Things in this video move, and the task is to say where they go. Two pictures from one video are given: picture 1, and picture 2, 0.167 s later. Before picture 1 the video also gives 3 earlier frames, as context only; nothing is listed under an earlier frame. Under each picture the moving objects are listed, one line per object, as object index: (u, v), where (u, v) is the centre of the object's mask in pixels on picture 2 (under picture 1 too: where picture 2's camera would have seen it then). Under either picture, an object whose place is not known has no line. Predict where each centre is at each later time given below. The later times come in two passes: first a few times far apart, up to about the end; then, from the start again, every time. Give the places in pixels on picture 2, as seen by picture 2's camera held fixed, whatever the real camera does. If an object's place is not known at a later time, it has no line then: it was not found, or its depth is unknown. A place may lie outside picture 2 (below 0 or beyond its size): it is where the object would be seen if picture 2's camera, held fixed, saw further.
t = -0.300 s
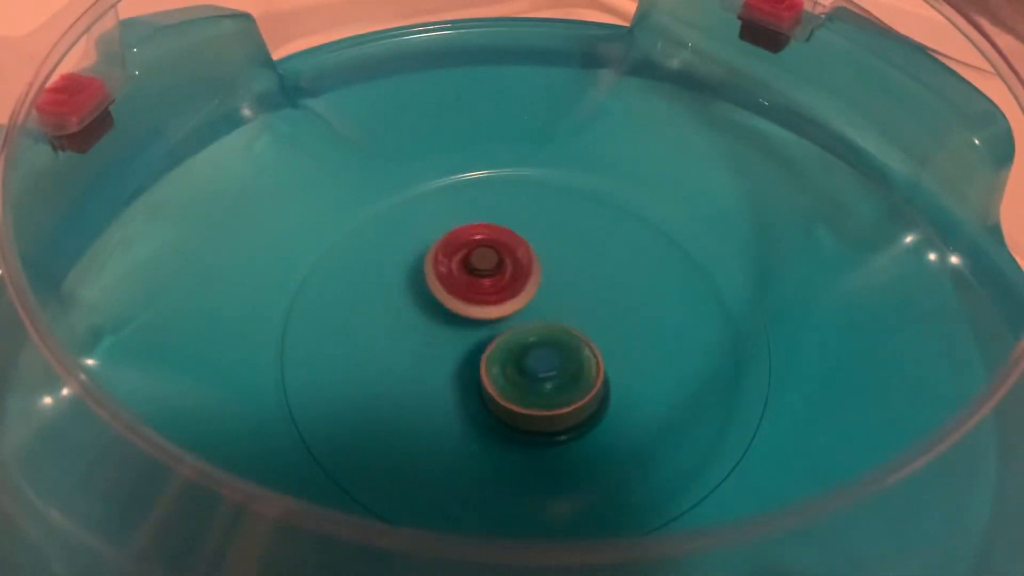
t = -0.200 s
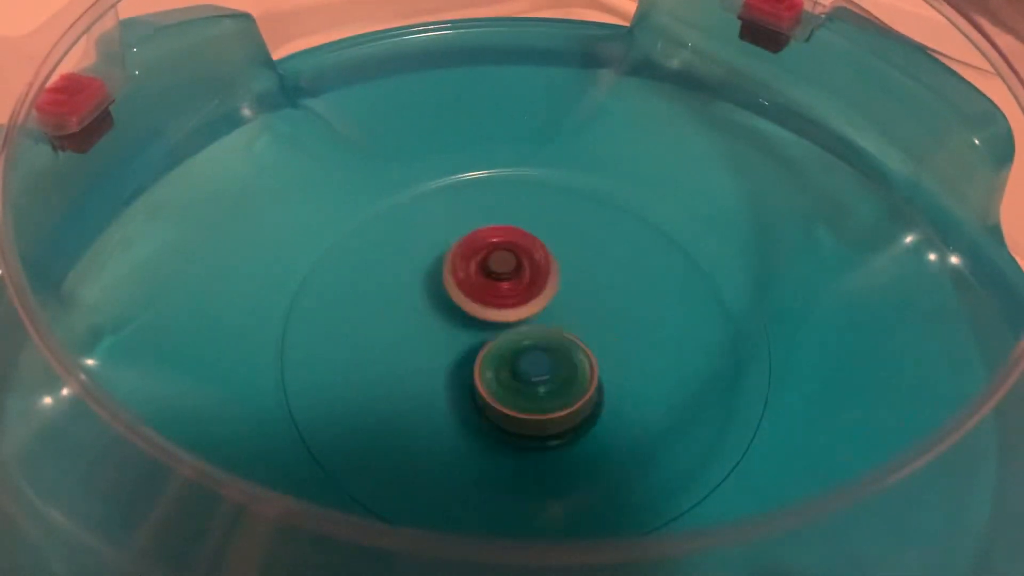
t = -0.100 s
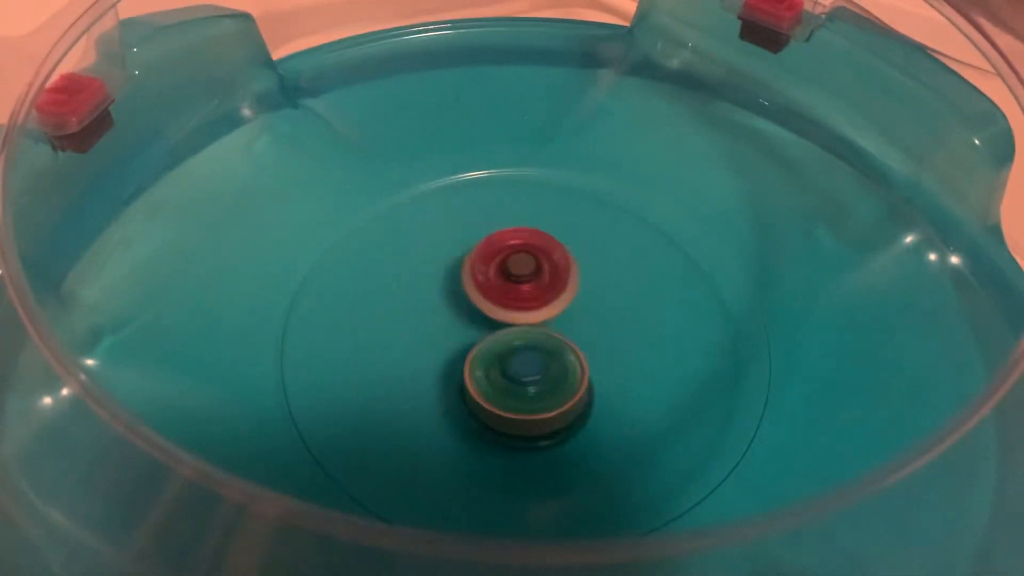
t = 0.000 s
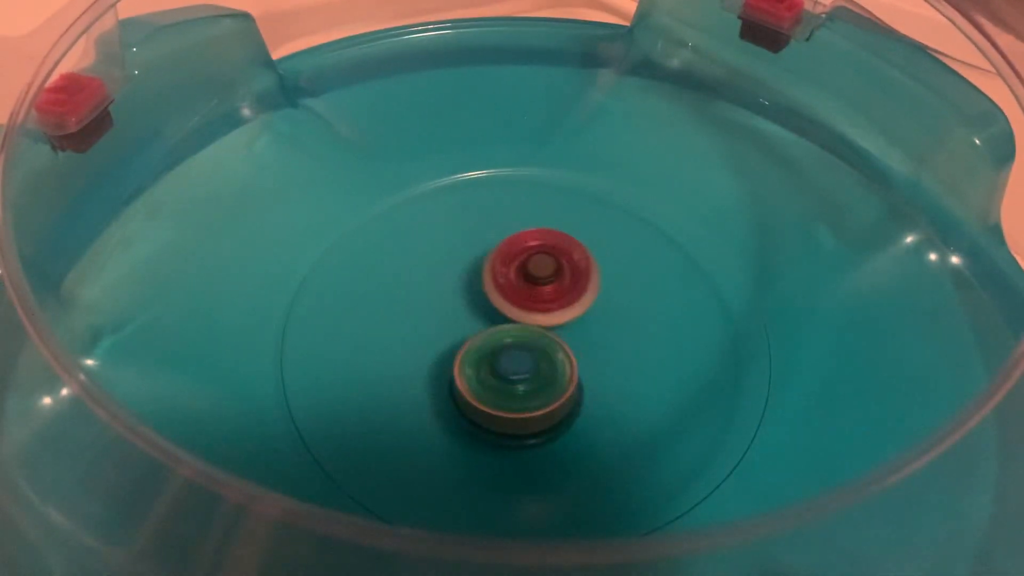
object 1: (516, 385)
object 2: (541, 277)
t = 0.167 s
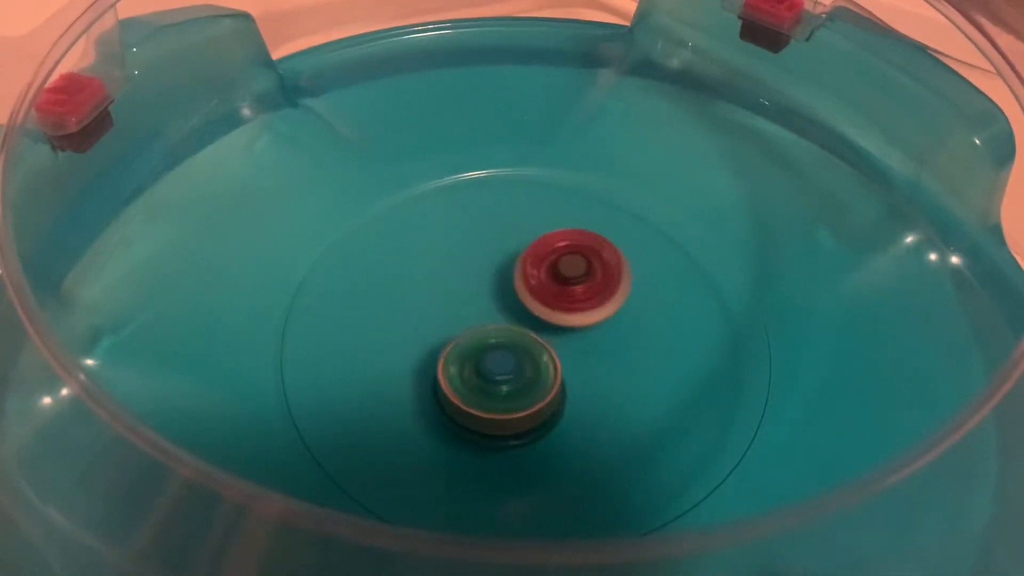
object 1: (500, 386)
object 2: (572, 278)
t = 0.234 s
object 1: (498, 383)
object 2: (582, 278)
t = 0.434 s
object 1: (494, 359)
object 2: (603, 282)
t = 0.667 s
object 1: (465, 334)
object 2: (617, 294)
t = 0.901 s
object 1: (478, 335)
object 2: (622, 316)
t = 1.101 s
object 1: (498, 304)
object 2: (619, 339)
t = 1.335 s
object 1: (489, 284)
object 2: (606, 362)
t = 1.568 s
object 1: (518, 294)
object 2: (584, 376)
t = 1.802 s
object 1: (494, 245)
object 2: (656, 470)
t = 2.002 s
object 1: (484, 263)
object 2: (656, 427)
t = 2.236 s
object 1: (529, 281)
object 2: (593, 400)
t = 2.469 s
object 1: (503, 232)
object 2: (619, 469)
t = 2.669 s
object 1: (502, 265)
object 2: (603, 416)
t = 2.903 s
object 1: (558, 281)
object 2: (564, 380)
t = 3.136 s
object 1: (570, 177)
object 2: (470, 504)
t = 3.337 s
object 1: (522, 190)
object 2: (542, 467)
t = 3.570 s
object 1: (537, 266)
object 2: (551, 381)
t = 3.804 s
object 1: (574, 255)
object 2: (554, 430)
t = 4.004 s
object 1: (594, 282)
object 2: (583, 380)
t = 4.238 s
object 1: (605, 262)
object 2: (596, 391)
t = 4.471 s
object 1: (573, 271)
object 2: (619, 375)
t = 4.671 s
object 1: (523, 269)
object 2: (664, 397)
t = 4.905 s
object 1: (481, 288)
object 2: (691, 388)
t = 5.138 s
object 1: (481, 339)
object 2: (645, 352)
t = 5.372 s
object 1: (416, 377)
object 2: (746, 309)
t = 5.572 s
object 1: (411, 404)
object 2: (789, 241)
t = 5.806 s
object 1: (444, 411)
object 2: (644, 240)
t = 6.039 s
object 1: (505, 363)
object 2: (562, 265)
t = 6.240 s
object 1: (511, 360)
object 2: (552, 224)
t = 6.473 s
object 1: (529, 360)
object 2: (513, 203)
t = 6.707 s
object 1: (561, 348)
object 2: (476, 229)
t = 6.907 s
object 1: (594, 351)
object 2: (425, 206)
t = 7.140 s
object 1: (643, 362)
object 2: (396, 220)
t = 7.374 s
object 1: (642, 338)
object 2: (431, 274)
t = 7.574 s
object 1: (589, 333)
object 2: (458, 307)
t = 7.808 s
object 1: (607, 351)
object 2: (412, 330)
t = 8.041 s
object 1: (634, 343)
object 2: (434, 367)
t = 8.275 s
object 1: (587, 330)
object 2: (477, 387)
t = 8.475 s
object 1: (559, 317)
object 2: (478, 403)
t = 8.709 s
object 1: (541, 285)
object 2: (466, 445)
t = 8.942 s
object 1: (506, 286)
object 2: (493, 434)
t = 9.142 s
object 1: (509, 304)
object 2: (514, 431)
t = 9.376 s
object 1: (524, 280)
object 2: (558, 437)
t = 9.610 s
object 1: (545, 278)
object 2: (595, 394)
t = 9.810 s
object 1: (557, 277)
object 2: (623, 365)
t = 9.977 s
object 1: (533, 255)
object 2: (672, 377)
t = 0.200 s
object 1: (498, 385)
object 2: (578, 277)
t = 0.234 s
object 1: (498, 383)
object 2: (582, 278)
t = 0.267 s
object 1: (498, 380)
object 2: (586, 278)
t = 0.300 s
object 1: (498, 377)
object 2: (590, 278)
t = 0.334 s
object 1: (499, 373)
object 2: (594, 279)
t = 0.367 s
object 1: (498, 369)
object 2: (597, 280)
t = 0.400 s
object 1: (497, 364)
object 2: (600, 281)
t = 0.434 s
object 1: (494, 359)
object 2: (603, 282)
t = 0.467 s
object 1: (490, 353)
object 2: (605, 283)
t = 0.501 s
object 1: (486, 348)
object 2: (607, 284)
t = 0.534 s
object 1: (481, 343)
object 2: (610, 286)
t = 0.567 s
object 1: (477, 339)
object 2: (612, 288)
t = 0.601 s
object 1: (473, 335)
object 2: (614, 290)
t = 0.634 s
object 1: (469, 333)
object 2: (616, 292)
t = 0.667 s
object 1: (465, 334)
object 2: (617, 294)
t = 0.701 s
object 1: (462, 334)
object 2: (618, 297)
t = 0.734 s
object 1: (460, 335)
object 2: (620, 299)
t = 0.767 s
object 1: (460, 336)
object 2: (621, 302)
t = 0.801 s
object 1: (461, 337)
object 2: (622, 305)
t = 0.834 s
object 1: (465, 338)
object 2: (622, 309)
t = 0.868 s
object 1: (472, 337)
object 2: (622, 312)
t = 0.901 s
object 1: (478, 335)
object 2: (622, 316)
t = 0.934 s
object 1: (484, 329)
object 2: (621, 320)
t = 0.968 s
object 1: (488, 324)
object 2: (621, 324)
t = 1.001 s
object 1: (493, 318)
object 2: (620, 328)
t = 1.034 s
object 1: (496, 313)
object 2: (620, 332)
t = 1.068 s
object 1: (497, 309)
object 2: (620, 336)
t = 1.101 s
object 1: (498, 304)
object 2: (619, 339)
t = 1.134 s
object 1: (498, 299)
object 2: (617, 343)
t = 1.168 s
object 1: (496, 295)
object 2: (616, 346)
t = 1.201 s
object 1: (494, 291)
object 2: (614, 350)
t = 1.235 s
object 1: (493, 289)
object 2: (612, 353)
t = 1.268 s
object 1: (492, 286)
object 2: (610, 357)
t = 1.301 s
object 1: (490, 285)
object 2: (608, 360)
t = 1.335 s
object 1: (489, 284)
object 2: (606, 362)
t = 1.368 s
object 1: (488, 286)
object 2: (604, 365)
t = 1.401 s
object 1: (489, 289)
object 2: (601, 367)
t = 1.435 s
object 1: (493, 292)
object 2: (598, 370)
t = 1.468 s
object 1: (498, 294)
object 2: (595, 372)
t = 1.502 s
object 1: (503, 297)
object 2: (592, 374)
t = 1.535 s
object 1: (511, 296)
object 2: (588, 375)
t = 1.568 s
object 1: (518, 294)
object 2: (584, 376)
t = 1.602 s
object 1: (520, 279)
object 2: (590, 398)
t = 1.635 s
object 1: (514, 264)
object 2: (606, 431)
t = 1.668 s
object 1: (510, 254)
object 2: (621, 455)
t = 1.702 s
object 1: (505, 251)
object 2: (632, 468)
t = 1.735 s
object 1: (502, 248)
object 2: (642, 473)
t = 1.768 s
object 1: (498, 246)
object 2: (650, 472)
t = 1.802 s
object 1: (494, 245)
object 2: (656, 470)
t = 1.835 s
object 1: (490, 246)
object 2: (660, 465)
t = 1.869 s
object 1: (487, 248)
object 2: (664, 460)
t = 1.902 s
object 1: (484, 250)
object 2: (664, 454)
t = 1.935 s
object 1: (483, 252)
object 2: (663, 447)
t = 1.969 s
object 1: (483, 257)
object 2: (660, 437)
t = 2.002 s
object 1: (484, 263)
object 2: (656, 427)
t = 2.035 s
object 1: (487, 269)
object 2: (649, 417)
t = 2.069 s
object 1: (492, 276)
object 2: (640, 409)
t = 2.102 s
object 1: (499, 283)
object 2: (630, 402)
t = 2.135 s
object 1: (506, 288)
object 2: (618, 395)
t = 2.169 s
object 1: (515, 293)
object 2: (605, 389)
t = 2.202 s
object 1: (525, 296)
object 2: (594, 383)
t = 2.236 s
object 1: (529, 281)
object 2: (593, 400)
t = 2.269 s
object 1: (527, 262)
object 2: (602, 435)
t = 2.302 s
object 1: (525, 250)
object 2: (606, 461)
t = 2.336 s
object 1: (522, 239)
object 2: (610, 478)
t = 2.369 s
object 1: (518, 234)
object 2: (611, 481)
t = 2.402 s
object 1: (513, 232)
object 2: (613, 480)
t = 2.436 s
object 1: (508, 231)
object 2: (616, 477)
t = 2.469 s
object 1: (503, 232)
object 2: (619, 469)
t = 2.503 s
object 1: (500, 233)
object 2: (620, 461)
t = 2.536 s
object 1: (496, 236)
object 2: (620, 452)
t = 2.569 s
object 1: (494, 242)
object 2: (617, 443)
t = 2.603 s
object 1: (495, 250)
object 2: (613, 434)
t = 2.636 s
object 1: (498, 257)
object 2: (608, 424)
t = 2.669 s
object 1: (502, 265)
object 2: (603, 416)
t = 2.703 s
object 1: (508, 273)
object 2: (597, 408)
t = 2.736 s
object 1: (516, 280)
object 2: (591, 398)
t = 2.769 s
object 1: (525, 284)
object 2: (584, 390)
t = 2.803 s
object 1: (535, 288)
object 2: (578, 382)
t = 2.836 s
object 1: (542, 286)
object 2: (575, 383)
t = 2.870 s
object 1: (549, 284)
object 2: (570, 384)
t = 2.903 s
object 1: (558, 281)
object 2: (564, 380)
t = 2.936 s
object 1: (566, 278)
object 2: (557, 376)
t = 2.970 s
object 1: (582, 246)
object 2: (534, 419)
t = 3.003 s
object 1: (593, 216)
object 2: (509, 463)
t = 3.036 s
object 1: (596, 198)
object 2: (490, 490)
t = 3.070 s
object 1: (590, 188)
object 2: (476, 498)
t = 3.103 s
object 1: (581, 182)
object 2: (469, 502)
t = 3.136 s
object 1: (570, 177)
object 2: (470, 504)
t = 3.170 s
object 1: (558, 174)
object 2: (479, 504)
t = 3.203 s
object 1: (549, 174)
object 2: (490, 501)
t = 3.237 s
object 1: (542, 175)
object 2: (504, 500)
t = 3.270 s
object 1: (535, 177)
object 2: (517, 492)
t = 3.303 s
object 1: (527, 182)
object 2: (531, 485)
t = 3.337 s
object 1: (522, 190)
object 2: (542, 467)
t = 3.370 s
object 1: (518, 200)
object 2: (548, 450)
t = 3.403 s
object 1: (517, 211)
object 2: (552, 435)
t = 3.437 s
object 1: (519, 223)
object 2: (553, 423)
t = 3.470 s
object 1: (522, 234)
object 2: (553, 412)
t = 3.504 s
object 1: (527, 246)
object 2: (552, 401)
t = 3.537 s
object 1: (532, 257)
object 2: (552, 391)
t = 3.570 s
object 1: (537, 266)
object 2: (551, 381)
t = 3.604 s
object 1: (542, 272)
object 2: (550, 373)
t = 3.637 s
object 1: (551, 260)
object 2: (549, 394)
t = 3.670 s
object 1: (559, 250)
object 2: (547, 415)
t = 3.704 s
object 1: (564, 246)
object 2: (547, 430)
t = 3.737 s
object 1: (568, 247)
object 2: (547, 436)
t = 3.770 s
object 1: (571, 251)
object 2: (549, 435)
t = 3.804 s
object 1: (574, 255)
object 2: (554, 430)
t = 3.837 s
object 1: (577, 259)
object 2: (559, 422)
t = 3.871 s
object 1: (580, 264)
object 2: (564, 415)
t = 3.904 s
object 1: (583, 268)
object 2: (570, 406)
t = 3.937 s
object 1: (587, 274)
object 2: (575, 397)
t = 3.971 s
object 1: (590, 279)
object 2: (579, 388)
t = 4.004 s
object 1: (594, 282)
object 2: (583, 380)
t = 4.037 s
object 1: (601, 275)
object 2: (582, 392)
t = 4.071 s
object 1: (603, 269)
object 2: (581, 405)
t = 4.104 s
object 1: (606, 266)
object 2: (582, 409)
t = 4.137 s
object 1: (606, 263)
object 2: (584, 409)
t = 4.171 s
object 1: (606, 263)
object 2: (588, 404)
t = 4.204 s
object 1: (606, 262)
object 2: (592, 399)
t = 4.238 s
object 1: (605, 262)
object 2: (596, 391)
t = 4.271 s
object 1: (601, 264)
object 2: (600, 383)
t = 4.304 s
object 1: (598, 267)
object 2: (604, 374)
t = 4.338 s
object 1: (593, 270)
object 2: (606, 367)
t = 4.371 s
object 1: (590, 270)
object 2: (610, 368)
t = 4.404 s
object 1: (585, 270)
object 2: (612, 365)
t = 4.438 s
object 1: (579, 270)
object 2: (615, 372)
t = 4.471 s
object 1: (573, 271)
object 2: (619, 375)
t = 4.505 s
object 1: (566, 272)
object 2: (621, 373)
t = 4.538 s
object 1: (560, 275)
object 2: (622, 370)
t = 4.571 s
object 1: (554, 280)
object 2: (622, 364)
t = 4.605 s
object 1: (549, 283)
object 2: (624, 360)
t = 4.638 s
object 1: (533, 274)
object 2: (646, 379)
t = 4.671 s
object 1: (523, 269)
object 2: (664, 397)
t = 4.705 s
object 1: (516, 268)
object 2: (676, 406)
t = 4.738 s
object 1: (510, 269)
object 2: (682, 410)
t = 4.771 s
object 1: (503, 271)
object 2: (687, 410)
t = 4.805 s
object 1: (497, 273)
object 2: (690, 404)
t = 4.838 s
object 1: (491, 279)
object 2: (691, 400)
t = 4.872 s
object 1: (485, 282)
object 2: (692, 393)
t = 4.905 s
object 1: (481, 288)
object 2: (691, 388)
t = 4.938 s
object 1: (476, 296)
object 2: (688, 382)
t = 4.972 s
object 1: (473, 301)
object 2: (684, 376)
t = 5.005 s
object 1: (472, 310)
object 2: (679, 371)
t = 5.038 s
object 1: (472, 318)
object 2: (673, 366)
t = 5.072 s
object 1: (474, 325)
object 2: (665, 361)
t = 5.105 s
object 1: (477, 332)
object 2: (656, 356)
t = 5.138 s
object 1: (481, 339)
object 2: (645, 352)
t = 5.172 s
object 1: (486, 345)
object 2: (635, 347)
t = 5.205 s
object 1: (494, 350)
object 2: (624, 346)
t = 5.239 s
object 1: (496, 359)
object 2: (626, 343)
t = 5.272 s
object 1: (499, 360)
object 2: (626, 339)
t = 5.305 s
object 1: (490, 367)
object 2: (636, 338)
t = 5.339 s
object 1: (444, 375)
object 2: (696, 324)
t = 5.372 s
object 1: (416, 377)
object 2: (746, 309)
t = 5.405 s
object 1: (403, 378)
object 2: (782, 289)
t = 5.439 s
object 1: (399, 383)
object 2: (804, 274)
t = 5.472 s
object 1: (400, 388)
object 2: (812, 264)
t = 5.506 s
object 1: (405, 395)
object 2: (809, 255)
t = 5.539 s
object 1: (408, 399)
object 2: (801, 247)
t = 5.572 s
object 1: (411, 404)
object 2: (789, 241)
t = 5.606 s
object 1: (414, 406)
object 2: (774, 236)
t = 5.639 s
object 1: (417, 406)
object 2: (758, 233)
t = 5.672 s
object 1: (419, 410)
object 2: (740, 233)
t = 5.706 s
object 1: (423, 410)
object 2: (717, 234)
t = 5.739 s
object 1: (427, 414)
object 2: (690, 236)
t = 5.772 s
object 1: (435, 415)
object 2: (667, 238)
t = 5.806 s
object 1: (444, 411)
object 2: (644, 240)
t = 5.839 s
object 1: (454, 408)
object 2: (625, 245)
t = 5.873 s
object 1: (464, 403)
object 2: (612, 248)
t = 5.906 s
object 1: (473, 396)
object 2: (599, 252)
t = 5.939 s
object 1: (482, 389)
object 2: (589, 255)
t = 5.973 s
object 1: (490, 380)
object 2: (580, 258)
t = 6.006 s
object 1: (499, 371)
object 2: (571, 262)
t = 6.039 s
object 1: (505, 363)
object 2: (562, 265)
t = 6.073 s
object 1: (506, 362)
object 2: (559, 261)
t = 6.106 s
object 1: (499, 371)
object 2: (565, 242)
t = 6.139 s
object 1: (500, 372)
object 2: (568, 229)
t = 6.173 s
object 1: (504, 371)
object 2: (566, 223)
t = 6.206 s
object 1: (508, 365)
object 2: (560, 221)
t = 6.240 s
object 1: (511, 360)
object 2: (552, 224)
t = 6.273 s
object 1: (514, 354)
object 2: (544, 228)
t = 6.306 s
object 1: (516, 348)
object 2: (536, 234)
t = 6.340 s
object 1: (519, 343)
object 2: (528, 238)
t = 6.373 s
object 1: (521, 341)
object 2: (522, 237)
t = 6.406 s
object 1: (520, 354)
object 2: (520, 219)
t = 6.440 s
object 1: (524, 358)
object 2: (517, 207)
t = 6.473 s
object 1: (529, 360)
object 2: (513, 203)
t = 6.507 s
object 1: (534, 361)
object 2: (507, 203)
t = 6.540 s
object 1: (539, 361)
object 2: (499, 206)
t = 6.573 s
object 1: (544, 362)
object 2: (491, 210)
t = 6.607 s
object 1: (550, 359)
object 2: (486, 215)
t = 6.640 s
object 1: (555, 355)
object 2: (482, 219)
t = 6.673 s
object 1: (558, 352)
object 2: (478, 224)
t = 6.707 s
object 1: (561, 348)
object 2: (476, 229)
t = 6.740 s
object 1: (563, 340)
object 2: (474, 235)
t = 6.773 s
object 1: (562, 335)
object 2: (473, 241)
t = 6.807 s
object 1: (561, 329)
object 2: (473, 248)
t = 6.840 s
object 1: (560, 326)
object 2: (472, 252)
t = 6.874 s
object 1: (580, 341)
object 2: (447, 227)
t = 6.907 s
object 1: (594, 351)
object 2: (425, 206)
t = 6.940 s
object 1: (604, 358)
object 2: (411, 192)
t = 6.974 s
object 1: (611, 360)
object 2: (403, 187)
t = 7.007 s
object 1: (618, 361)
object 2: (398, 189)
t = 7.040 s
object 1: (624, 364)
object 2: (395, 195)
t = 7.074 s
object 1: (631, 364)
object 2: (393, 203)
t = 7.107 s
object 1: (637, 362)
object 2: (394, 211)
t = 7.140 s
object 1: (643, 362)
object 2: (396, 220)
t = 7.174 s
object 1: (647, 359)
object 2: (399, 229)
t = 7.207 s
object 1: (651, 357)
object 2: (403, 237)
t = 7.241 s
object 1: (653, 354)
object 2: (408, 246)
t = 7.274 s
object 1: (654, 351)
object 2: (414, 255)
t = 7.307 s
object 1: (652, 347)
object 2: (419, 262)
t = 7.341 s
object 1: (648, 342)
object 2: (425, 268)
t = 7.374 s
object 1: (642, 338)
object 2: (431, 274)
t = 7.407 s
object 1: (633, 336)
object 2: (436, 280)
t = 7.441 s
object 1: (625, 333)
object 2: (442, 286)
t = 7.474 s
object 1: (615, 332)
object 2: (448, 292)
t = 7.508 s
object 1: (602, 331)
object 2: (454, 298)
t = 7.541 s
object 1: (591, 331)
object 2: (461, 304)
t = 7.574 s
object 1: (589, 333)
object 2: (458, 307)
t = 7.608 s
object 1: (593, 336)
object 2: (446, 307)
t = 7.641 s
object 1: (590, 338)
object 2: (443, 312)
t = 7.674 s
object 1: (587, 341)
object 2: (446, 318)
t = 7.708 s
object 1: (583, 343)
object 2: (451, 324)
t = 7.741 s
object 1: (582, 345)
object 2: (449, 330)
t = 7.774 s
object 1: (598, 350)
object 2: (425, 329)
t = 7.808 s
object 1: (607, 351)
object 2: (412, 330)
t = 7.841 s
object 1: (615, 353)
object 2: (407, 334)
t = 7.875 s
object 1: (621, 352)
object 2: (407, 340)
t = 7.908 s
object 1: (626, 353)
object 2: (410, 345)
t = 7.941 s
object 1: (631, 350)
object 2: (415, 351)
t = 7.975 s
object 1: (634, 348)
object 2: (421, 356)
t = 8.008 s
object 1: (635, 346)
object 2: (427, 362)
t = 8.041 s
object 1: (634, 343)
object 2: (434, 367)
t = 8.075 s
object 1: (630, 339)
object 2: (441, 371)
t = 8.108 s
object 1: (624, 337)
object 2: (449, 376)
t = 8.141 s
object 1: (618, 333)
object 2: (456, 378)
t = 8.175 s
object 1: (609, 332)
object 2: (462, 380)
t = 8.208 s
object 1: (601, 330)
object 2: (470, 382)
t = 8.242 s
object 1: (591, 331)
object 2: (477, 384)
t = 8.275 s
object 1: (587, 330)
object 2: (477, 387)
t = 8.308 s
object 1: (587, 327)
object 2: (464, 395)
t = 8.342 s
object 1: (583, 325)
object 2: (461, 400)
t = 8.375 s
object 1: (578, 321)
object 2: (462, 402)
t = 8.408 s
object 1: (572, 319)
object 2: (466, 403)
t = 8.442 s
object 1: (565, 318)
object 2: (471, 404)
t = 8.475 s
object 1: (559, 317)
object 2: (478, 403)
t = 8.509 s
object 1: (552, 316)
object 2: (484, 401)
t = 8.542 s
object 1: (550, 310)
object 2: (479, 408)
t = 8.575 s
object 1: (553, 302)
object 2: (466, 427)
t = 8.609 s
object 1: (552, 297)
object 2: (460, 436)
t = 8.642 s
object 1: (549, 292)
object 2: (461, 441)
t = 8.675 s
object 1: (545, 289)
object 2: (463, 443)
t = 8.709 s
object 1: (541, 285)
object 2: (466, 445)
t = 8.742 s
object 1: (536, 282)
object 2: (469, 445)
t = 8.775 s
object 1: (531, 280)
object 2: (473, 446)
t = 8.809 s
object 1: (526, 279)
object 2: (477, 445)
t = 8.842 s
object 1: (521, 279)
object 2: (481, 443)
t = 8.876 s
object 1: (515, 280)
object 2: (484, 441)
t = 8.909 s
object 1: (510, 282)
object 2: (489, 438)
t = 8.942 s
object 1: (506, 286)
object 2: (493, 434)
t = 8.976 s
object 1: (503, 291)
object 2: (497, 430)
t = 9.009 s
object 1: (502, 296)
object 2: (501, 425)
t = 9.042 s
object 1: (500, 302)
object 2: (504, 420)
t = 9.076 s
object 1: (502, 307)
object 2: (508, 415)
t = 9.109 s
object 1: (504, 310)
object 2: (511, 411)
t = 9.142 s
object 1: (509, 304)
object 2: (514, 431)
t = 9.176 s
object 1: (512, 298)
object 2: (519, 447)
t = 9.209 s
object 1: (514, 294)
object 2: (525, 453)
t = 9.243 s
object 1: (516, 290)
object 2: (533, 452)
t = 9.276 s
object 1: (518, 286)
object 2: (539, 450)
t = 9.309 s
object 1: (520, 284)
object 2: (546, 446)
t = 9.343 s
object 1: (522, 281)
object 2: (552, 441)
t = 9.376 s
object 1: (524, 280)
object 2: (558, 437)
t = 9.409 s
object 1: (527, 278)
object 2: (565, 431)
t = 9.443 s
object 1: (529, 277)
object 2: (571, 426)
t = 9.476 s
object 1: (532, 277)
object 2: (576, 420)
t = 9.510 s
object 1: (536, 277)
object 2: (581, 414)
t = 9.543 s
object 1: (539, 276)
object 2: (586, 408)
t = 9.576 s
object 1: (542, 277)
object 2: (590, 401)
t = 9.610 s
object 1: (545, 278)
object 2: (595, 394)
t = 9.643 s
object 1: (548, 279)
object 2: (599, 388)
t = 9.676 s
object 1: (550, 279)
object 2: (603, 381)
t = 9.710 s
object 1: (552, 279)
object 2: (607, 373)
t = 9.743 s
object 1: (554, 280)
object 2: (611, 368)
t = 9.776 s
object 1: (556, 278)
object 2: (616, 365)
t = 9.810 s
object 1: (557, 277)
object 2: (623, 365)
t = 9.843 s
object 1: (556, 277)
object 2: (627, 362)
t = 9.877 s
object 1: (556, 276)
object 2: (631, 357)
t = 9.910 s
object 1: (554, 278)
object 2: (635, 353)
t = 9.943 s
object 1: (552, 277)
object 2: (640, 351)
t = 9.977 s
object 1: (533, 255)
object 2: (672, 377)
